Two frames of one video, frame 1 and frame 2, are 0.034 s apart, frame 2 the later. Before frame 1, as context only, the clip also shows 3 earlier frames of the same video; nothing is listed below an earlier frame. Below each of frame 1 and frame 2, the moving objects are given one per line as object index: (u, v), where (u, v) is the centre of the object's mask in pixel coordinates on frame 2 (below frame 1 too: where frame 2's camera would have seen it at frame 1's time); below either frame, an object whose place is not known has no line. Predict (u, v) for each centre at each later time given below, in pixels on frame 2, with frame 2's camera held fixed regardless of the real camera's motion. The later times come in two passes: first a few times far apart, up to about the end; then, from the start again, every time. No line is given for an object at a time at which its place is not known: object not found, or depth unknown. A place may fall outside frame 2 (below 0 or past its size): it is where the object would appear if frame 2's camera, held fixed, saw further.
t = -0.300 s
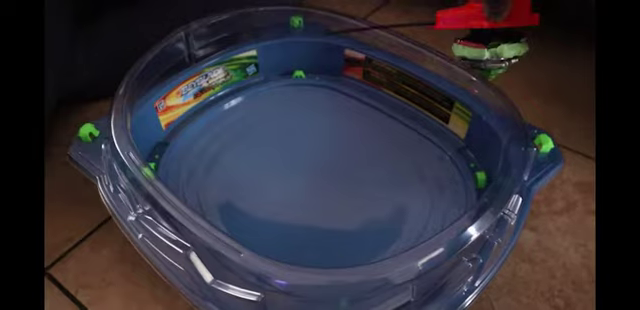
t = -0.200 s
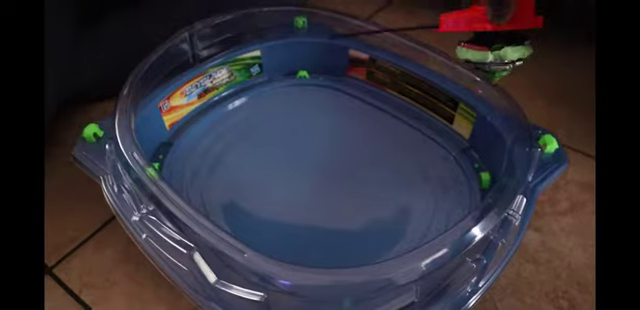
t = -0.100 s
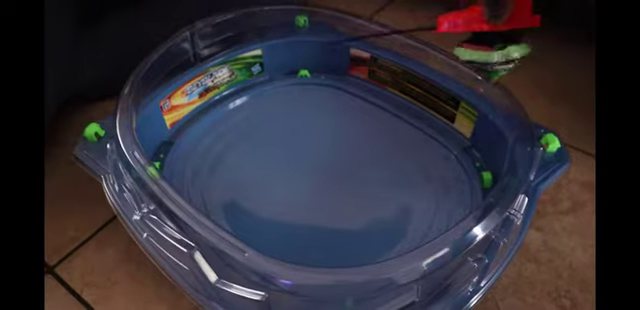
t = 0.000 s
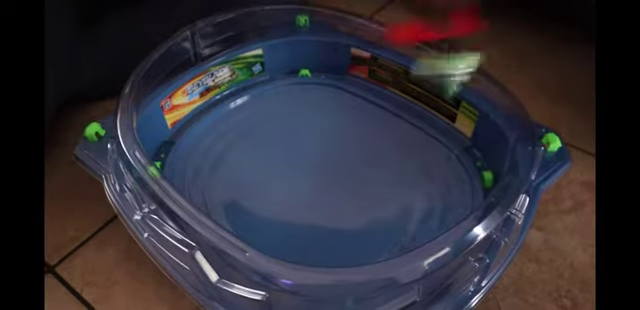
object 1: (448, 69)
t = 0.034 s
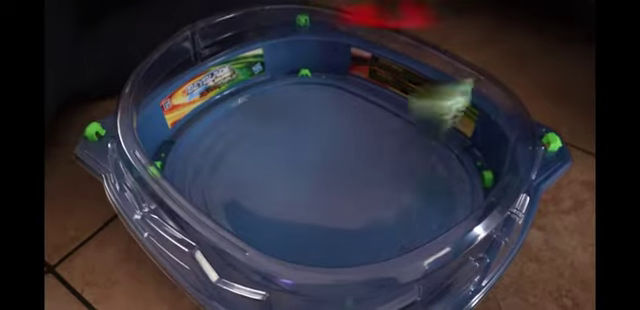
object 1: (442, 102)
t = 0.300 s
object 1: (314, 193)
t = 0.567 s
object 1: (248, 166)
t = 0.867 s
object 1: (343, 117)
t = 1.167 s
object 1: (351, 154)
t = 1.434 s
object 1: (295, 187)
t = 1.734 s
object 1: (267, 191)
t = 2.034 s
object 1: (293, 194)
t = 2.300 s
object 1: (327, 193)
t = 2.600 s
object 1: (343, 169)
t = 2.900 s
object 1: (329, 154)
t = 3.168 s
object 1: (309, 157)
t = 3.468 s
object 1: (305, 180)
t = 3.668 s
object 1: (319, 189)
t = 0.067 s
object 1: (433, 142)
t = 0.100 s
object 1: (423, 141)
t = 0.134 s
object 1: (410, 131)
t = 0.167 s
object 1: (392, 129)
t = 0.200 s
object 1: (373, 134)
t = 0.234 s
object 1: (353, 151)
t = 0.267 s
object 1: (333, 173)
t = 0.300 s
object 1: (314, 193)
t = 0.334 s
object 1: (299, 178)
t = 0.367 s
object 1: (283, 173)
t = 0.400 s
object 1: (266, 174)
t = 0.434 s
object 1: (252, 183)
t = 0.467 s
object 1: (244, 185)
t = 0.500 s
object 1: (242, 179)
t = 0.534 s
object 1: (243, 171)
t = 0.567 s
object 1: (248, 166)
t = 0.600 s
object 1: (256, 160)
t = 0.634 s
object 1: (266, 154)
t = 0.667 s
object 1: (277, 147)
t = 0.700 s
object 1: (291, 140)
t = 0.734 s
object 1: (303, 134)
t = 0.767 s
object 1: (315, 128)
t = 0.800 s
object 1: (325, 123)
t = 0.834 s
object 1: (334, 120)
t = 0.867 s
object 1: (343, 117)
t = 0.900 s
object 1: (350, 116)
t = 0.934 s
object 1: (356, 116)
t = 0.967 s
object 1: (359, 118)
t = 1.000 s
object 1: (361, 122)
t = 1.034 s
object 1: (362, 127)
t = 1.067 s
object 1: (362, 133)
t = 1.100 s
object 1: (360, 140)
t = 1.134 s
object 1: (356, 147)
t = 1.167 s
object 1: (351, 154)
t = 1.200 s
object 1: (345, 161)
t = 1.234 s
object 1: (338, 167)
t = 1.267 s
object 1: (331, 172)
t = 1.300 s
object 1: (323, 177)
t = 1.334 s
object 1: (315, 181)
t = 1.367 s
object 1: (307, 184)
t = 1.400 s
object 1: (301, 186)
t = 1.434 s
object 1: (295, 187)
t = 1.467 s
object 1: (289, 188)
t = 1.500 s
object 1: (283, 188)
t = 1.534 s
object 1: (279, 189)
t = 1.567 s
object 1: (274, 189)
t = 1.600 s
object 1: (272, 190)
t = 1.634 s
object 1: (270, 190)
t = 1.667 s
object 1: (268, 190)
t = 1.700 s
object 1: (267, 191)
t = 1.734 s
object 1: (267, 191)
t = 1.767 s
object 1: (268, 191)
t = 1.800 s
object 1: (269, 191)
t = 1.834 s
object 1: (272, 191)
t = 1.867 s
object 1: (275, 191)
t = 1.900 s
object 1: (278, 191)
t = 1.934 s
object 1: (281, 192)
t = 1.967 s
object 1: (285, 193)
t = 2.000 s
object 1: (288, 193)
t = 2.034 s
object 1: (293, 194)
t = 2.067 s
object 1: (297, 196)
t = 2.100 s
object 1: (301, 197)
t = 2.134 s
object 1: (305, 197)
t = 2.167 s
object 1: (309, 198)
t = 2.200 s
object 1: (314, 197)
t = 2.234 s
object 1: (319, 197)
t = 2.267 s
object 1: (322, 195)
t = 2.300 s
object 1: (327, 193)
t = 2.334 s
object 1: (330, 191)
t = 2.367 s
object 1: (332, 189)
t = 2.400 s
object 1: (335, 186)
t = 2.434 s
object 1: (337, 184)
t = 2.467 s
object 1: (339, 181)
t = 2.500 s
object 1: (341, 178)
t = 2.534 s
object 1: (342, 175)
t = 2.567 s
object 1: (343, 172)
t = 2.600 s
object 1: (343, 169)
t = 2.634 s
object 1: (342, 166)
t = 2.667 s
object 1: (342, 164)
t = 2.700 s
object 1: (340, 162)
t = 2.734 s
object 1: (338, 160)
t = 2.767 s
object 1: (337, 159)
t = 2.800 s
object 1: (336, 157)
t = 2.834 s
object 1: (333, 155)
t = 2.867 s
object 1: (331, 154)
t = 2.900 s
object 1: (329, 154)
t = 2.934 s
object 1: (327, 153)
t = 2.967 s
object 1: (325, 153)
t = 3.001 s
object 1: (322, 153)
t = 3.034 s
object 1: (319, 153)
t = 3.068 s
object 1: (316, 154)
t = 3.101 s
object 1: (313, 155)
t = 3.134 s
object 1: (311, 156)
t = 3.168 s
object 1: (309, 157)
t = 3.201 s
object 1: (306, 159)
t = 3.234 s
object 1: (305, 162)
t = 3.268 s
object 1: (304, 164)
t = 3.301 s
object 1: (303, 167)
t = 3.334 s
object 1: (303, 170)
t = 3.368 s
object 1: (303, 172)
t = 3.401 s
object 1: (304, 175)
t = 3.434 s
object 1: (304, 178)
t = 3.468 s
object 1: (305, 180)
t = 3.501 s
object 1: (307, 182)
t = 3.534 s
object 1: (309, 185)
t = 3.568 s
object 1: (311, 186)
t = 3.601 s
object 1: (313, 187)
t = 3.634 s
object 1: (316, 188)
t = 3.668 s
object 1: (319, 189)
